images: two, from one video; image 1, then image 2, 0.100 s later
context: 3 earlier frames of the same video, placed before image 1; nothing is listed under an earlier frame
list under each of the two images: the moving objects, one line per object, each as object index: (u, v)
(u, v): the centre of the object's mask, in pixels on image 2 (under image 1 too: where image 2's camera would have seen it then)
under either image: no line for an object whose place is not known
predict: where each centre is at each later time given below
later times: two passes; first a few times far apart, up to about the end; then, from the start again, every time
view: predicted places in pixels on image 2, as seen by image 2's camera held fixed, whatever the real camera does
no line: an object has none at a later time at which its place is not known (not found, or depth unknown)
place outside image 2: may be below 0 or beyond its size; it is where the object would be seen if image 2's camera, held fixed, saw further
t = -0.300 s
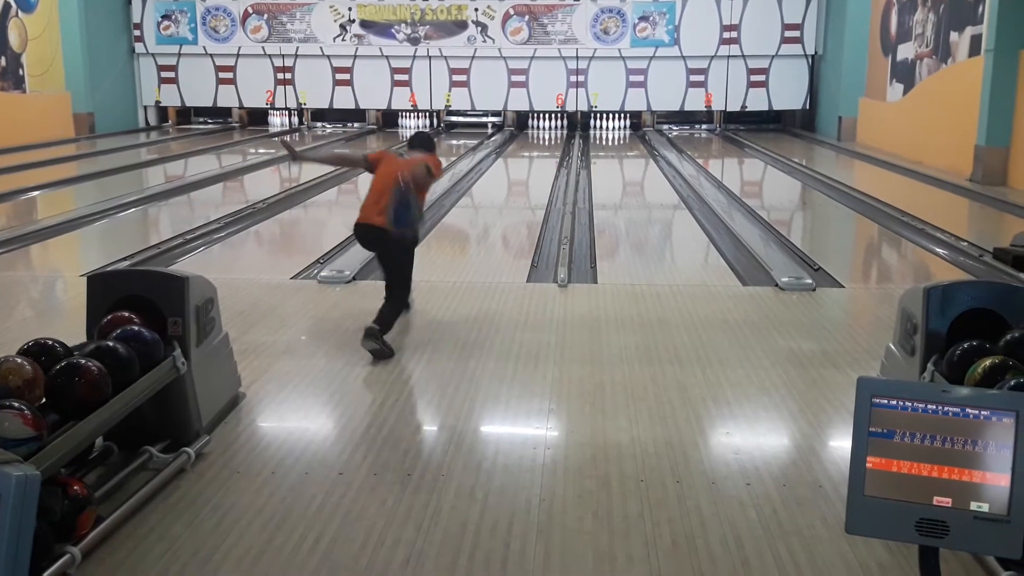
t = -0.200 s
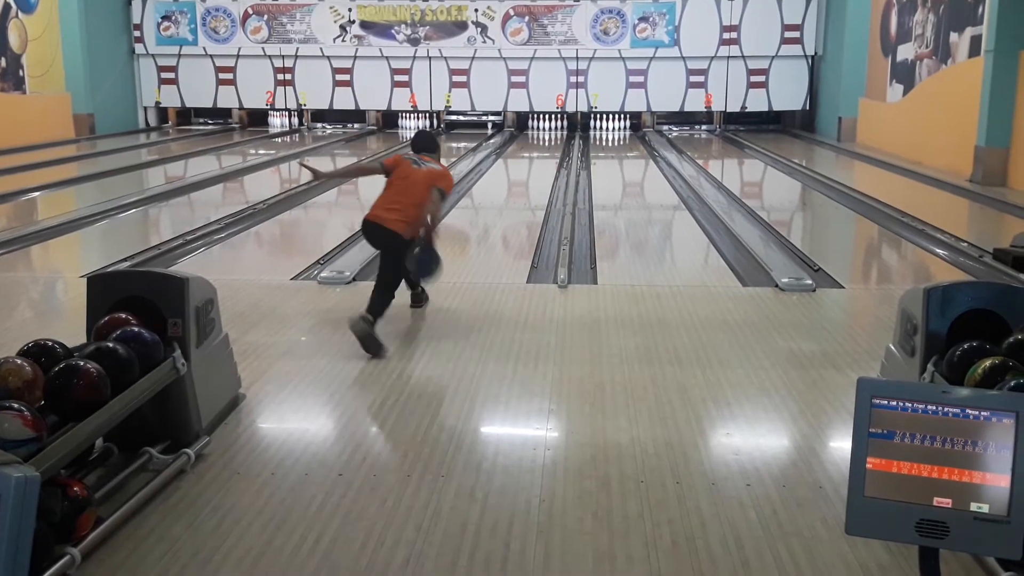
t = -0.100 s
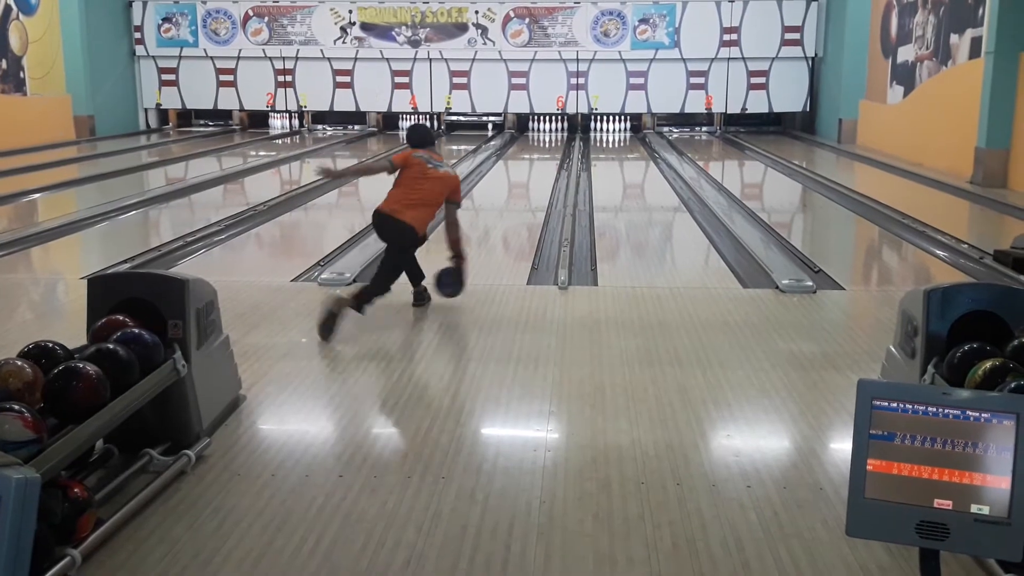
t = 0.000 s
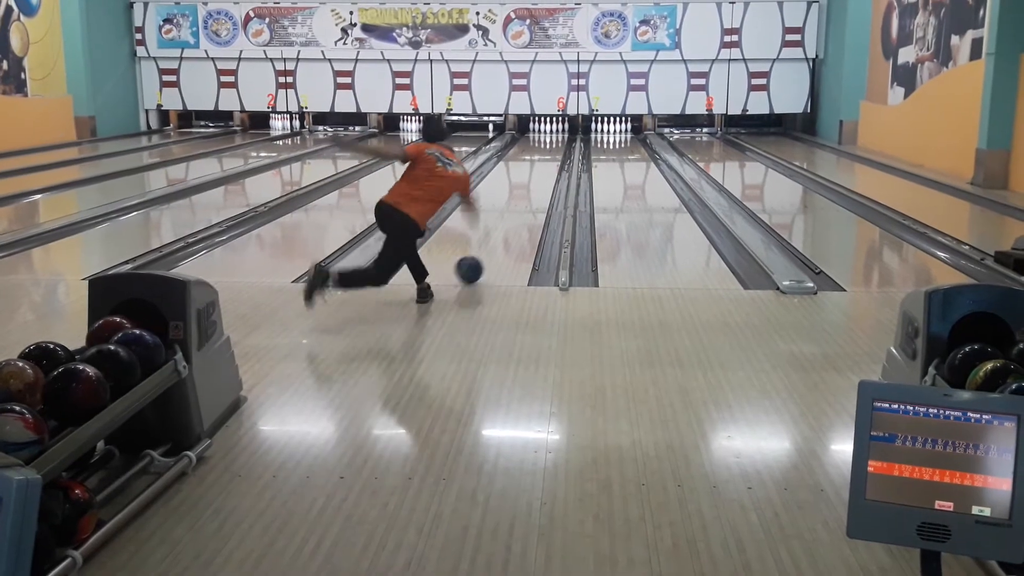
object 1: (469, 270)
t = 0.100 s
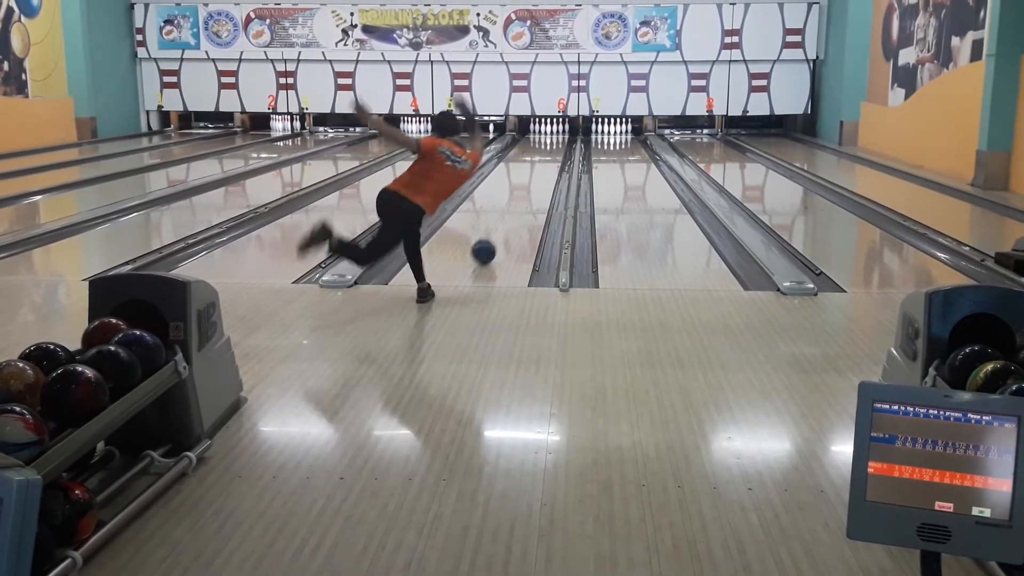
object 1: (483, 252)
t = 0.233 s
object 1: (498, 231)
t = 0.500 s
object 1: (519, 201)
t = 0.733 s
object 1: (531, 182)
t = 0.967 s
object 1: (540, 169)
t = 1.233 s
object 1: (548, 157)
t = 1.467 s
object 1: (552, 149)
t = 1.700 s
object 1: (554, 142)
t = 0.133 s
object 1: (488, 246)
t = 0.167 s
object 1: (491, 241)
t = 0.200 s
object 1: (495, 235)
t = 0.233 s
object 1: (498, 231)
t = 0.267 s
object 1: (501, 226)
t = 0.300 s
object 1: (505, 222)
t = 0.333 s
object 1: (507, 218)
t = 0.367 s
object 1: (510, 214)
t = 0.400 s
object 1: (512, 211)
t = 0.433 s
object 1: (515, 207)
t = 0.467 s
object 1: (517, 204)
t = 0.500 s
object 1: (519, 201)
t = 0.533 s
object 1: (521, 198)
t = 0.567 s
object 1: (523, 195)
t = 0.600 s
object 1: (525, 192)
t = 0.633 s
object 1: (527, 190)
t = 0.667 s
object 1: (528, 187)
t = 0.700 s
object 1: (530, 185)
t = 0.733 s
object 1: (531, 182)
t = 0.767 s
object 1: (533, 180)
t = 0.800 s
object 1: (534, 178)
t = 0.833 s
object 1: (536, 176)
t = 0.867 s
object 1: (537, 174)
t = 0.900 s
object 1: (538, 172)
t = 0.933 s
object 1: (539, 171)
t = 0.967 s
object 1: (540, 169)
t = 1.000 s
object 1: (541, 167)
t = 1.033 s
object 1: (542, 166)
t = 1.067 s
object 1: (543, 164)
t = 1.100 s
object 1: (544, 162)
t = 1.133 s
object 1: (545, 161)
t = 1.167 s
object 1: (546, 160)
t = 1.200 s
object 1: (547, 158)
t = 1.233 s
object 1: (548, 157)
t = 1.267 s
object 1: (548, 156)
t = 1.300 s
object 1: (549, 154)
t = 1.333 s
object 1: (550, 153)
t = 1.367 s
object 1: (550, 151)
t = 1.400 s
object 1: (551, 150)
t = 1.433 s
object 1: (551, 149)
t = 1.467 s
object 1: (552, 149)
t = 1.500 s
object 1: (553, 147)
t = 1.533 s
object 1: (553, 146)
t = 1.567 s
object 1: (553, 146)
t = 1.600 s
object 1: (553, 145)
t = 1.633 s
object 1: (554, 144)
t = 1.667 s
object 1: (554, 143)
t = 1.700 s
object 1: (554, 142)
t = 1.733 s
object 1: (554, 141)
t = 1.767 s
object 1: (555, 141)
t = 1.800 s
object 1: (554, 139)
